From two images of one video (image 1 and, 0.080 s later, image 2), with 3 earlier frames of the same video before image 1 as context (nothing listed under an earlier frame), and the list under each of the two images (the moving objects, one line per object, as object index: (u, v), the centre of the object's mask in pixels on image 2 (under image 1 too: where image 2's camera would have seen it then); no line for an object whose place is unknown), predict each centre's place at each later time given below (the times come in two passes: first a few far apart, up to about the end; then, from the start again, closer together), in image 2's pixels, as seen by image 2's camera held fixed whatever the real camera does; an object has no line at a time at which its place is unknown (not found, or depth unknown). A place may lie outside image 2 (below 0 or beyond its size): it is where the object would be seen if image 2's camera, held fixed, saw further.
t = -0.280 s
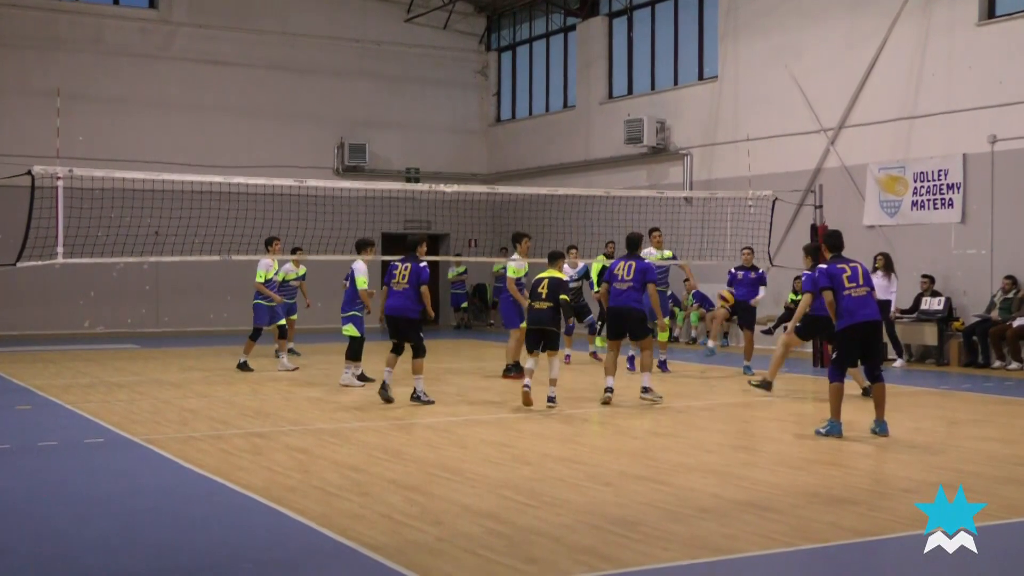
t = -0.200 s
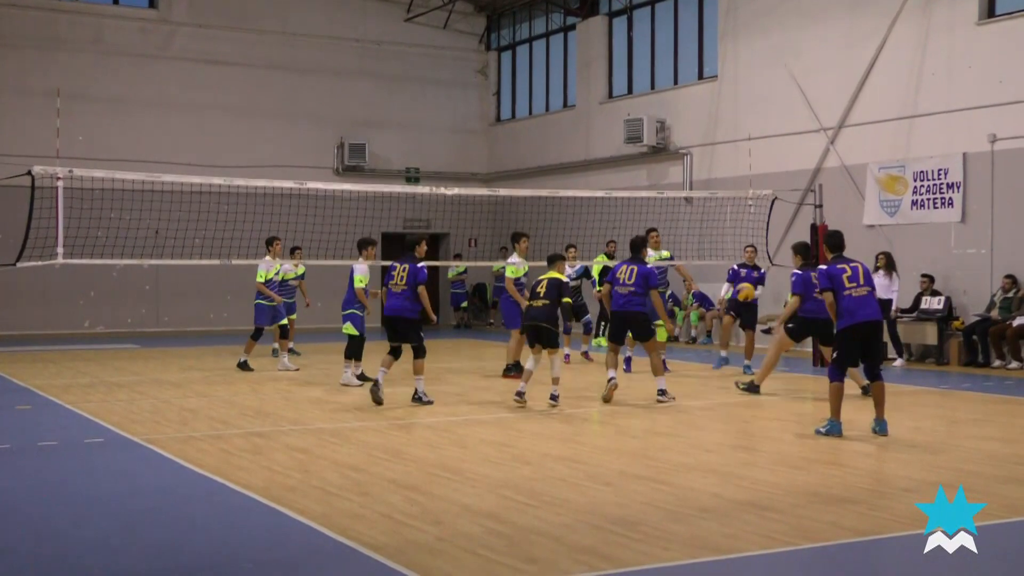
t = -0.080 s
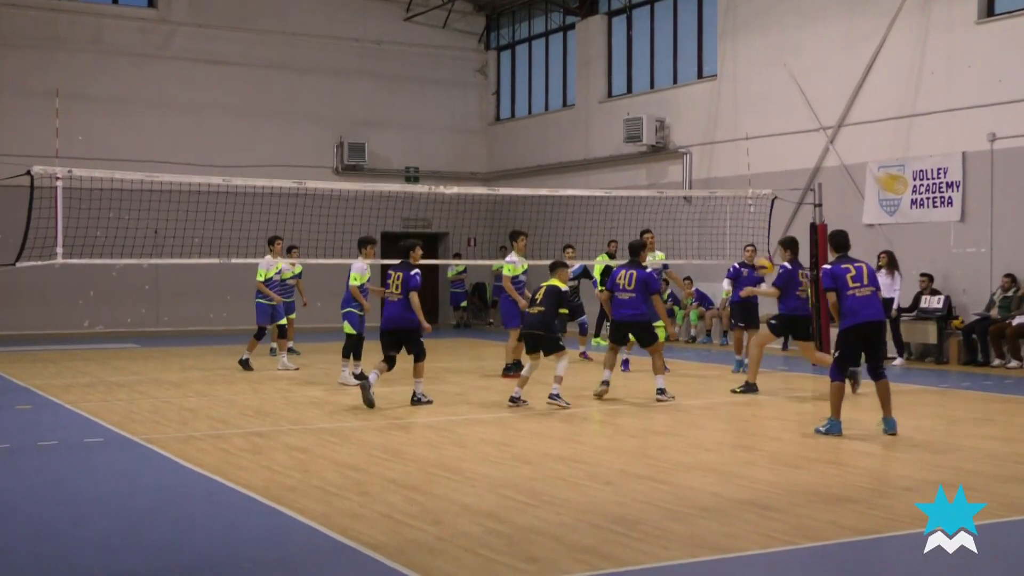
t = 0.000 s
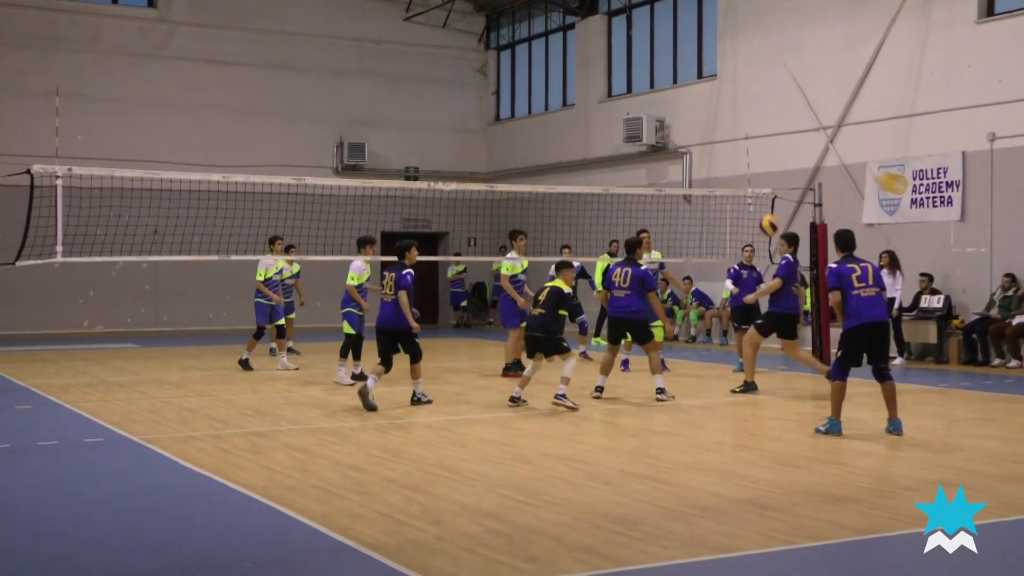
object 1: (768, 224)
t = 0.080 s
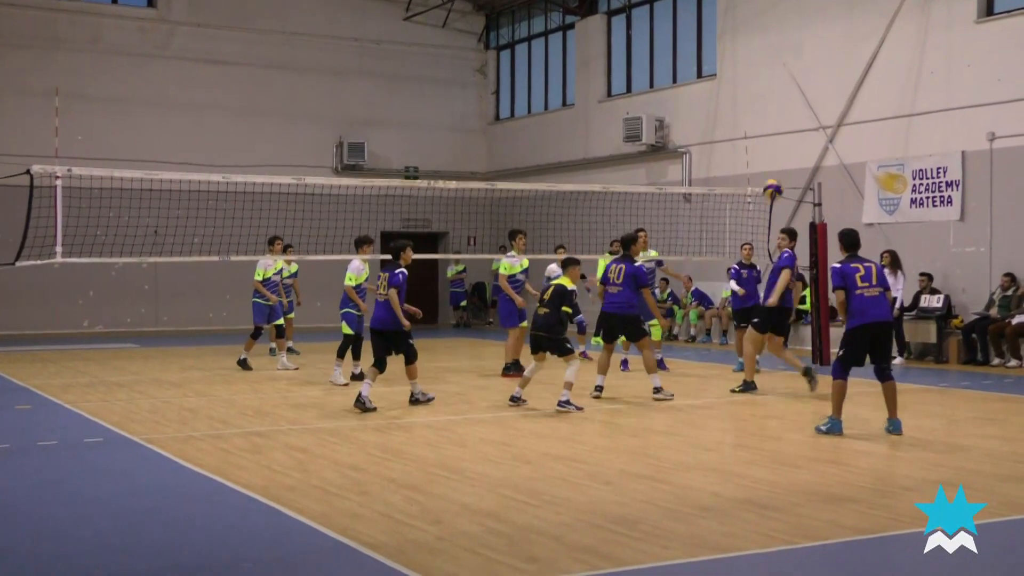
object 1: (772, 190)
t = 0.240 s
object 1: (783, 135)
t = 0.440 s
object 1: (796, 98)
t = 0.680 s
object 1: (816, 110)
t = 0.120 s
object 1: (775, 174)
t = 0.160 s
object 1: (777, 159)
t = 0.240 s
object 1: (783, 135)
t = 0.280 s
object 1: (785, 124)
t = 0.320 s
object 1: (788, 115)
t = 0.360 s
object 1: (791, 108)
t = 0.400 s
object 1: (794, 102)
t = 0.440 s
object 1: (796, 98)
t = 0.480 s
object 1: (800, 96)
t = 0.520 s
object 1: (803, 94)
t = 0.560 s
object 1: (806, 95)
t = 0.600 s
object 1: (810, 98)
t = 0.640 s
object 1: (813, 103)
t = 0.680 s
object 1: (816, 110)
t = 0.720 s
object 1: (820, 119)
